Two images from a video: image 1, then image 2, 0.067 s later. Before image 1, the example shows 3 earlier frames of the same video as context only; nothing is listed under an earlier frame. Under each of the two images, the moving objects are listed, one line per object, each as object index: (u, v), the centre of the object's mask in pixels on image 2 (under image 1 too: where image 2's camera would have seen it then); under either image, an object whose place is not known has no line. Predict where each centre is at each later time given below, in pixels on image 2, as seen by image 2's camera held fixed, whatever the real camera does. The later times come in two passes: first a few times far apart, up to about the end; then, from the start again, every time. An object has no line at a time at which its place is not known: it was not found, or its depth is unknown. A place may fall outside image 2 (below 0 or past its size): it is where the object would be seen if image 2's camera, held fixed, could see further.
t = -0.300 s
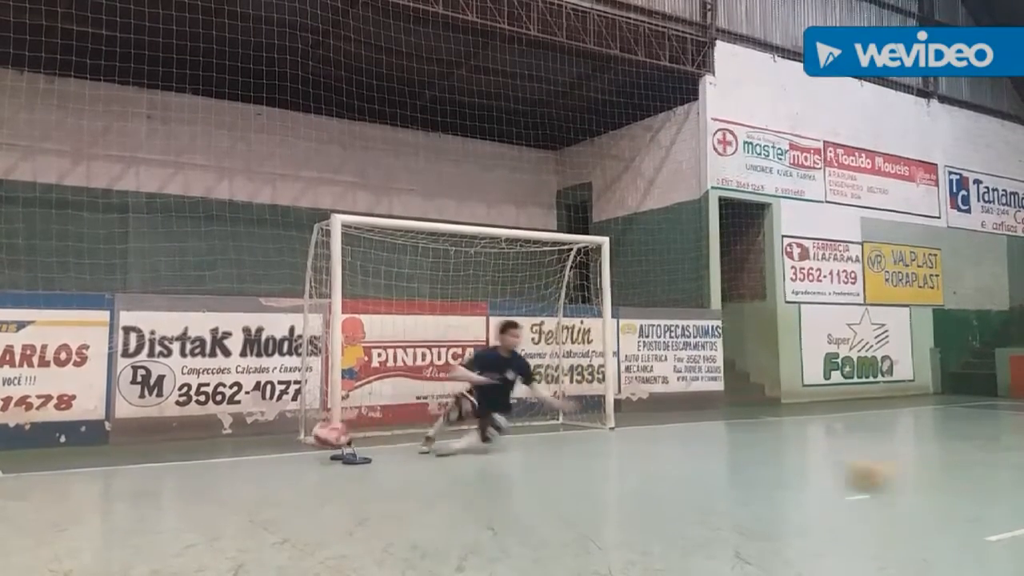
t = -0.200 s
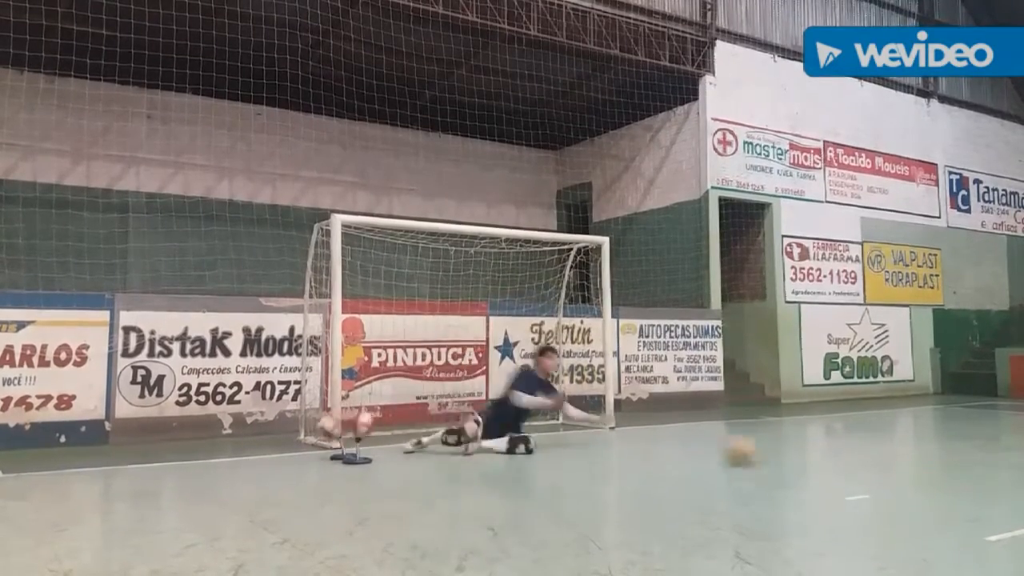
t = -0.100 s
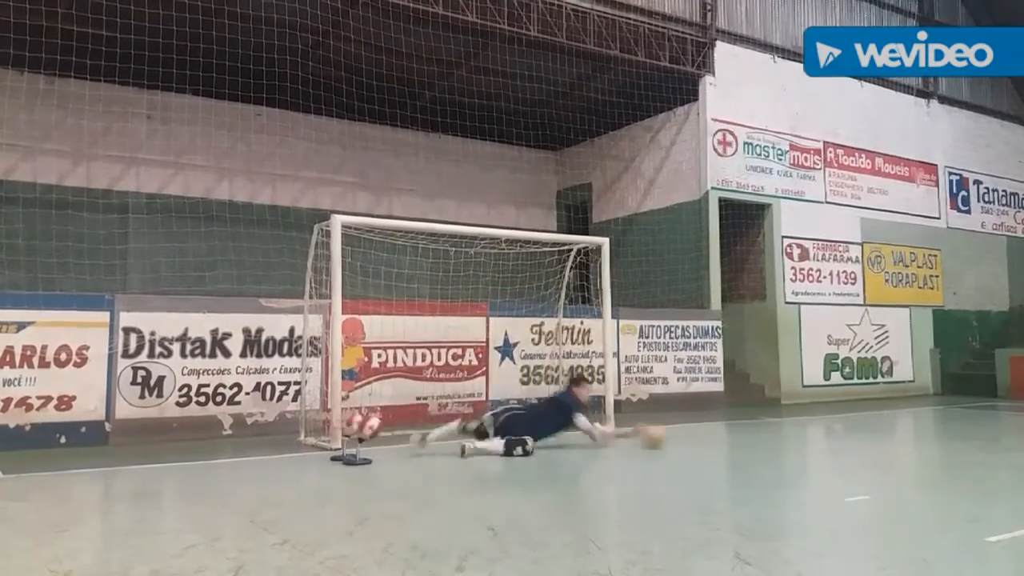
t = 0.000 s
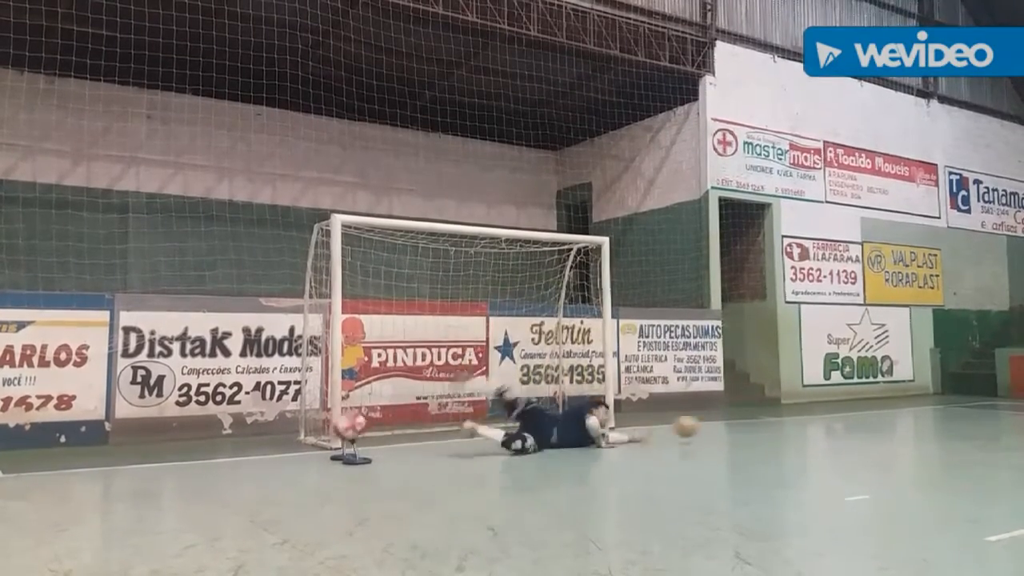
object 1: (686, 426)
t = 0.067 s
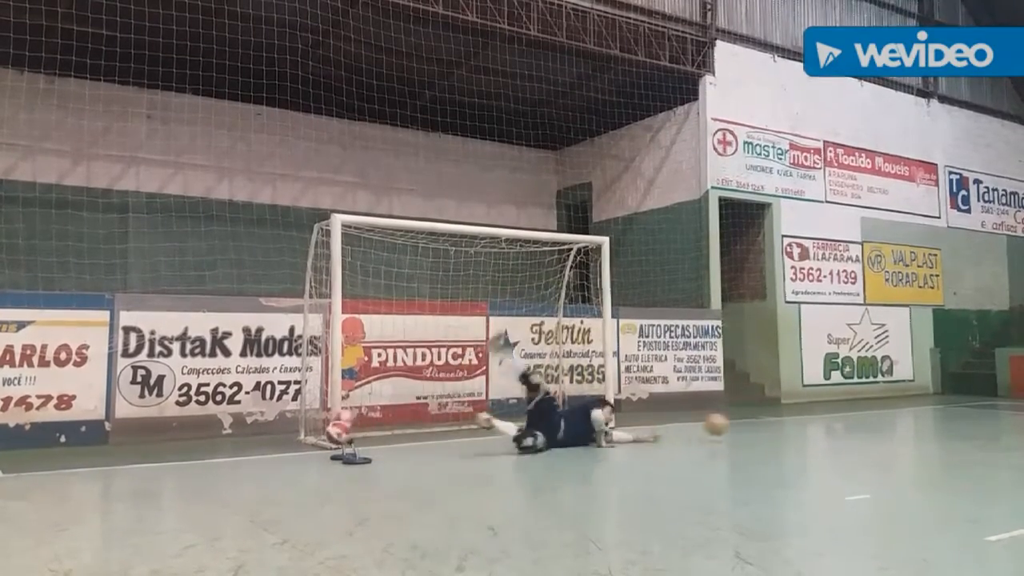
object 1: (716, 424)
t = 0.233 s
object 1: (779, 426)
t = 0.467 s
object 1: (846, 423)
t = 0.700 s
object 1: (901, 418)
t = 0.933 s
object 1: (949, 415)
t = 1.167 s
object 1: (993, 412)
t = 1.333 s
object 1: (1018, 410)
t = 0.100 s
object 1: (730, 425)
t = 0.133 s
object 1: (744, 427)
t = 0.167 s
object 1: (757, 429)
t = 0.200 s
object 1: (769, 428)
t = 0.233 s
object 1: (779, 426)
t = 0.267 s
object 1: (791, 426)
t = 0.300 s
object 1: (801, 427)
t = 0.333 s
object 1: (811, 425)
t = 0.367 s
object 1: (820, 424)
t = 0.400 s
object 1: (829, 424)
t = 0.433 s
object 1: (837, 424)
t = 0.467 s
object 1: (846, 423)
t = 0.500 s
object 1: (855, 422)
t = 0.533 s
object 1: (862, 421)
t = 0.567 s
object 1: (870, 420)
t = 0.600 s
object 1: (878, 420)
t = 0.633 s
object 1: (886, 420)
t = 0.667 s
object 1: (894, 419)
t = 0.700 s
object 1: (901, 418)
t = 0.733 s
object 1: (908, 418)
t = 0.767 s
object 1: (916, 418)
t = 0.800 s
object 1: (923, 418)
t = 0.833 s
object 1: (931, 417)
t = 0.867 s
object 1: (937, 416)
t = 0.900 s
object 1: (943, 416)
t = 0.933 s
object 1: (949, 415)
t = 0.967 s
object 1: (956, 415)
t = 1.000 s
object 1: (963, 415)
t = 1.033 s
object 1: (969, 414)
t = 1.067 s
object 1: (975, 414)
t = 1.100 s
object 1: (981, 413)
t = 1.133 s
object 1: (987, 413)
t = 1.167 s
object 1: (993, 412)
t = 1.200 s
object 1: (998, 412)
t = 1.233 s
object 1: (1004, 412)
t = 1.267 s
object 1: (1009, 411)
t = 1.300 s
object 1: (1014, 411)
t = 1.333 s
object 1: (1018, 410)
